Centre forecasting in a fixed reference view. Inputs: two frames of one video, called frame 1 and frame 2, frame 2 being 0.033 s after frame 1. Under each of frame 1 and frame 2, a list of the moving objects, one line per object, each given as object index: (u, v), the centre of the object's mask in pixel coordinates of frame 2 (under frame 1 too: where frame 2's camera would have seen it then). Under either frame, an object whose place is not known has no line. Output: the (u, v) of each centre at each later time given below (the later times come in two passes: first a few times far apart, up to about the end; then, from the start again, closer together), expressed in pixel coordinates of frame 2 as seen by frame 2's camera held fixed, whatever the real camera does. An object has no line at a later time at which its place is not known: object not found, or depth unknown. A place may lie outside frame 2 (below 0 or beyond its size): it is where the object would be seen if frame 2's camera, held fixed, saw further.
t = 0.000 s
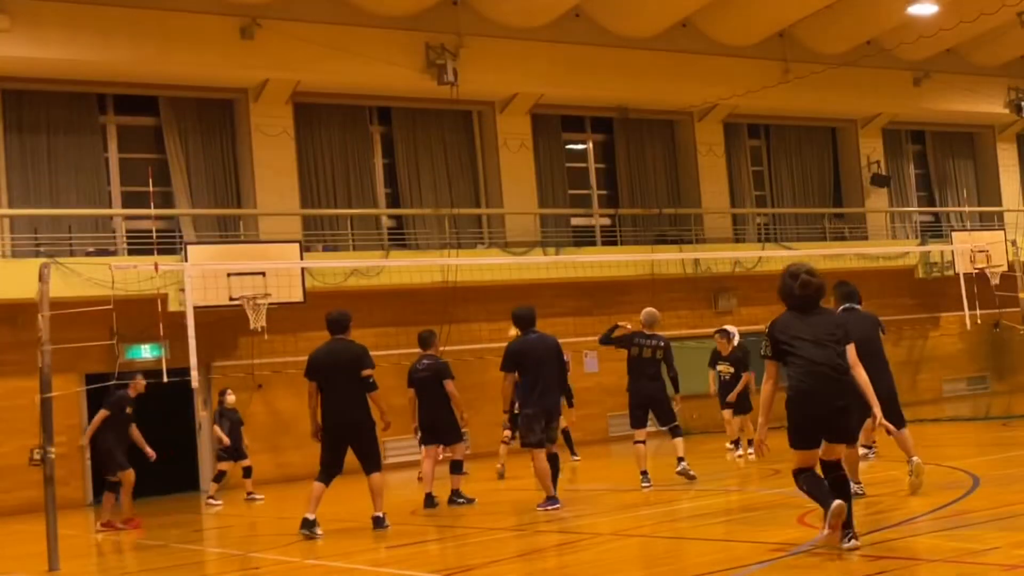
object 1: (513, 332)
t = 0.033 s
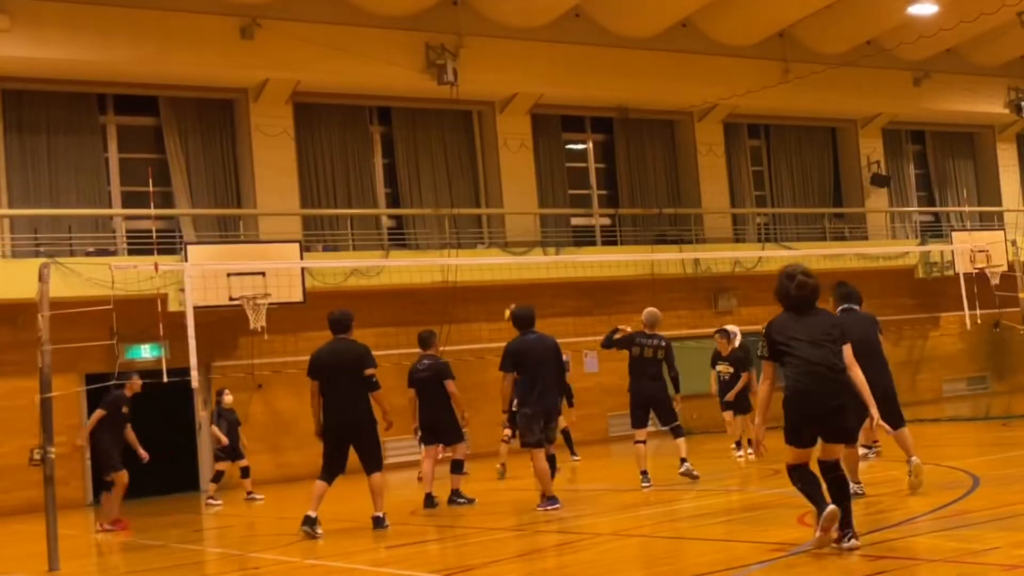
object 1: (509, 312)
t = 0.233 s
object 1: (495, 210)
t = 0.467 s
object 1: (476, 127)
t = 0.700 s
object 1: (459, 84)
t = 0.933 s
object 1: (448, 84)
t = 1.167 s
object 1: (439, 133)
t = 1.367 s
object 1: (436, 215)
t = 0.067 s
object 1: (510, 296)
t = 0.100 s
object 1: (505, 277)
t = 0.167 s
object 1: (501, 240)
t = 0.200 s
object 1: (498, 225)
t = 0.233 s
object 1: (495, 210)
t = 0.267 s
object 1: (493, 196)
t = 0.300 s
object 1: (489, 182)
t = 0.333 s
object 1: (487, 170)
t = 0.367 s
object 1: (484, 158)
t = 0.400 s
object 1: (481, 146)
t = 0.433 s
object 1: (479, 136)
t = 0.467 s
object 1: (476, 127)
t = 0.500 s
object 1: (474, 118)
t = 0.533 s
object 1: (471, 110)
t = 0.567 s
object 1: (469, 103)
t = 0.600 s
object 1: (467, 96)
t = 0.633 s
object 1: (463, 92)
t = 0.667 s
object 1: (462, 87)
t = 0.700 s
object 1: (459, 84)
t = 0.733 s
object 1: (458, 81)
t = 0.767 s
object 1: (455, 79)
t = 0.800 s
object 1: (454, 77)
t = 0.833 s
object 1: (452, 78)
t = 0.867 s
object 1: (451, 79)
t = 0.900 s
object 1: (450, 81)
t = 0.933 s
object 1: (448, 84)
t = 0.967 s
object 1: (446, 87)
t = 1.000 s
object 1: (444, 93)
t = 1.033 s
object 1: (443, 98)
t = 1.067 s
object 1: (442, 106)
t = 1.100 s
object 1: (441, 114)
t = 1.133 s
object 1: (440, 122)
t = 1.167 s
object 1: (439, 133)
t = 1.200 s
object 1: (438, 143)
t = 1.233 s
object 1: (437, 156)
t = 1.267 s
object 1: (437, 169)
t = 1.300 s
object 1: (437, 183)
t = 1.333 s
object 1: (436, 198)
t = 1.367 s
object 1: (436, 215)
